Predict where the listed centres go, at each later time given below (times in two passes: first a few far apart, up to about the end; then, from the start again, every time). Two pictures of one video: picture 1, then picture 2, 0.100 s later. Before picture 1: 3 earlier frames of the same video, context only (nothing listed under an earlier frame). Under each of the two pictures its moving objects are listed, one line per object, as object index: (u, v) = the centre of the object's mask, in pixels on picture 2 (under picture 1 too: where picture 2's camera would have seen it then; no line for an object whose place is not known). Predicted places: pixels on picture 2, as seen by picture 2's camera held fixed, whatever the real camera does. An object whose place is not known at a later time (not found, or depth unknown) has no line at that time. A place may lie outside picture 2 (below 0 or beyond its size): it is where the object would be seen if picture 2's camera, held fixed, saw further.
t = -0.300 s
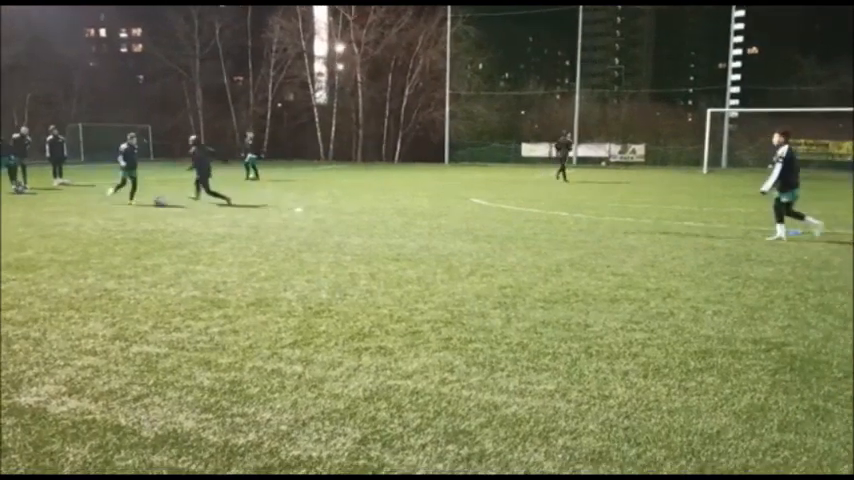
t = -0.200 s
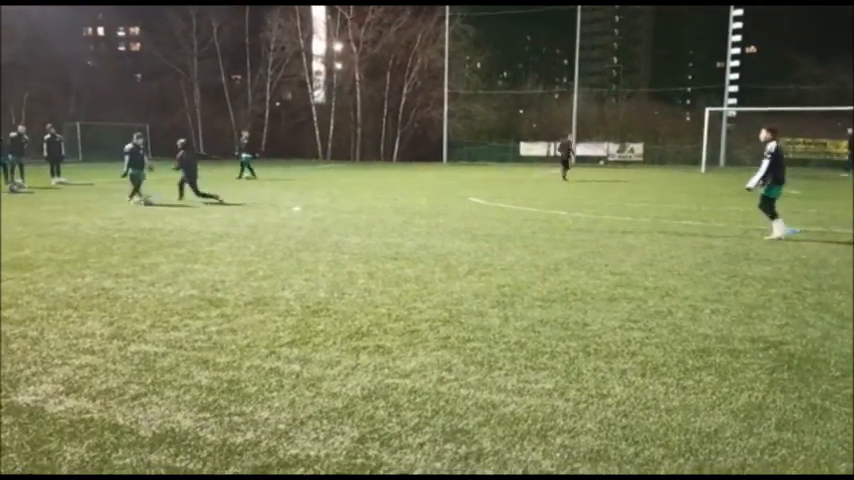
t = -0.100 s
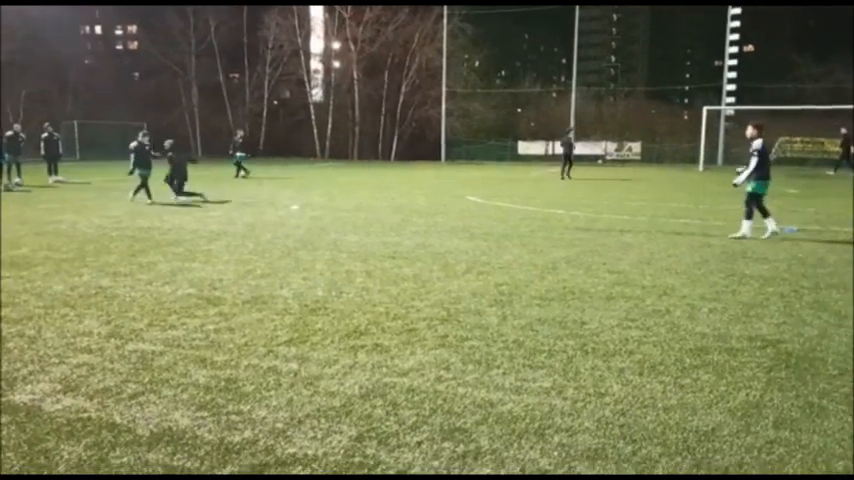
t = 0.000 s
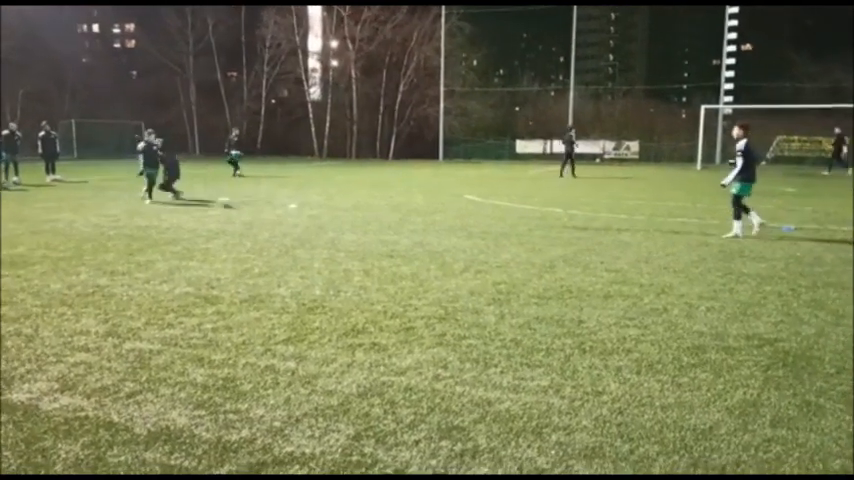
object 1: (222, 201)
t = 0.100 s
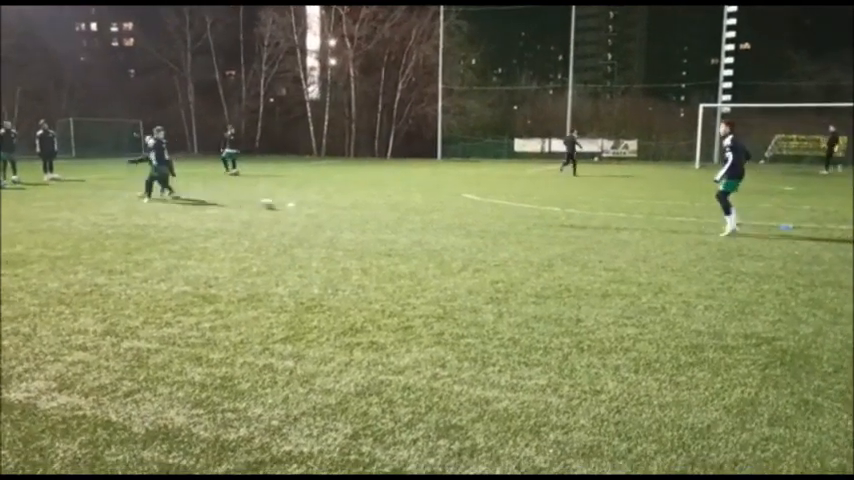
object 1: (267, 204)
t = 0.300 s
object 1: (356, 210)
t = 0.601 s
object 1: (480, 217)
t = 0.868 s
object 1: (580, 221)
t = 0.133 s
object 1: (283, 205)
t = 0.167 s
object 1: (296, 206)
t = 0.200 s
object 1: (312, 207)
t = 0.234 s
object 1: (326, 208)
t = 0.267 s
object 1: (341, 209)
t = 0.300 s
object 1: (356, 210)
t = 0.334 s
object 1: (370, 210)
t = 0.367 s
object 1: (384, 211)
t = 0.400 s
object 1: (399, 212)
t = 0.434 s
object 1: (412, 212)
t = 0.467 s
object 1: (427, 214)
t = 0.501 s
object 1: (441, 215)
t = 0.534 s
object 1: (454, 215)
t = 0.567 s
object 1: (468, 216)
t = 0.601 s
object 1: (480, 217)
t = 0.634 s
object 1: (493, 217)
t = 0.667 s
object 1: (507, 218)
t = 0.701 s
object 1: (519, 218)
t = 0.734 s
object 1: (532, 219)
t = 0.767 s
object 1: (544, 219)
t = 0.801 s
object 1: (556, 219)
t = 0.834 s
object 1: (568, 221)
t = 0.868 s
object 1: (580, 221)
